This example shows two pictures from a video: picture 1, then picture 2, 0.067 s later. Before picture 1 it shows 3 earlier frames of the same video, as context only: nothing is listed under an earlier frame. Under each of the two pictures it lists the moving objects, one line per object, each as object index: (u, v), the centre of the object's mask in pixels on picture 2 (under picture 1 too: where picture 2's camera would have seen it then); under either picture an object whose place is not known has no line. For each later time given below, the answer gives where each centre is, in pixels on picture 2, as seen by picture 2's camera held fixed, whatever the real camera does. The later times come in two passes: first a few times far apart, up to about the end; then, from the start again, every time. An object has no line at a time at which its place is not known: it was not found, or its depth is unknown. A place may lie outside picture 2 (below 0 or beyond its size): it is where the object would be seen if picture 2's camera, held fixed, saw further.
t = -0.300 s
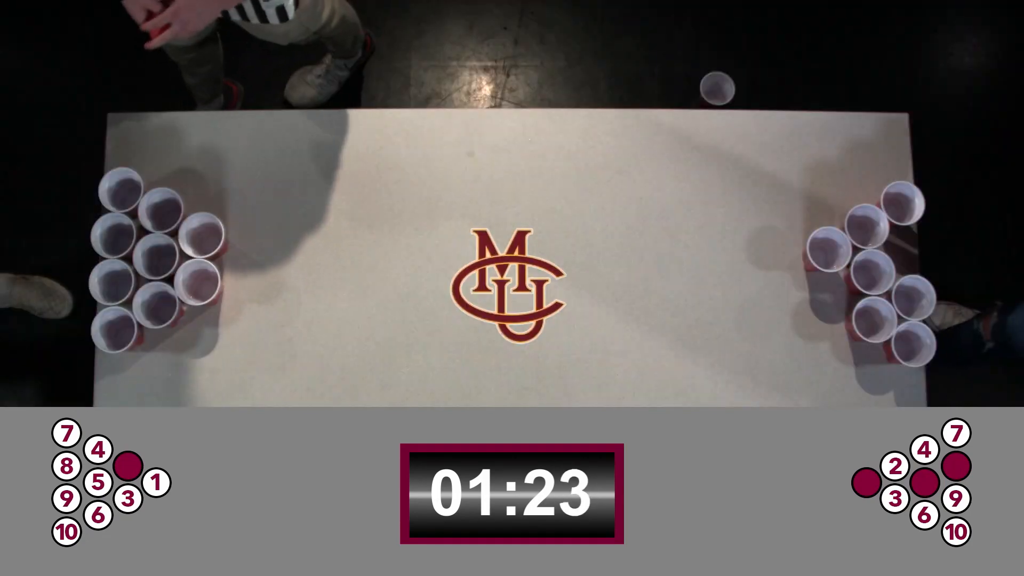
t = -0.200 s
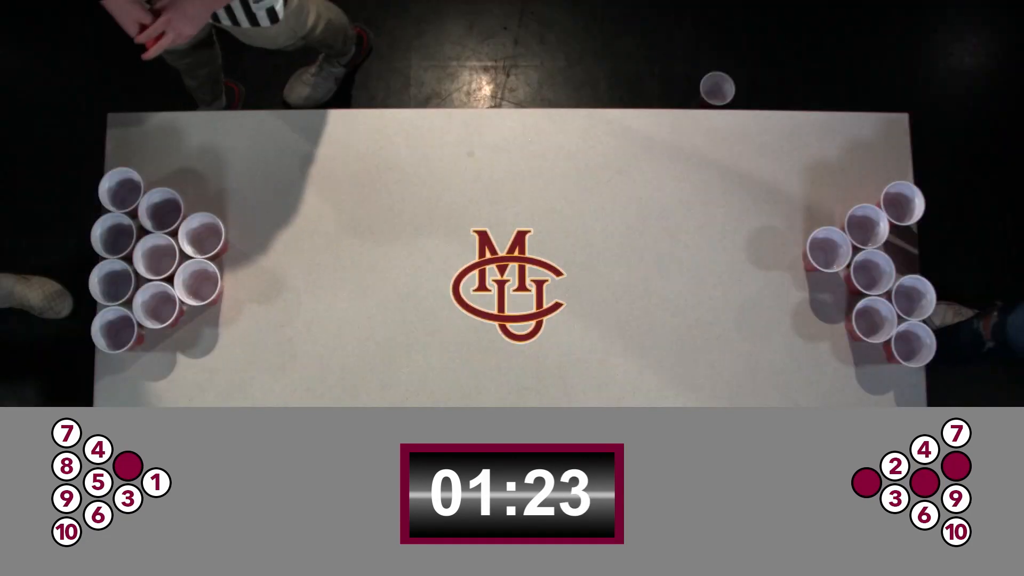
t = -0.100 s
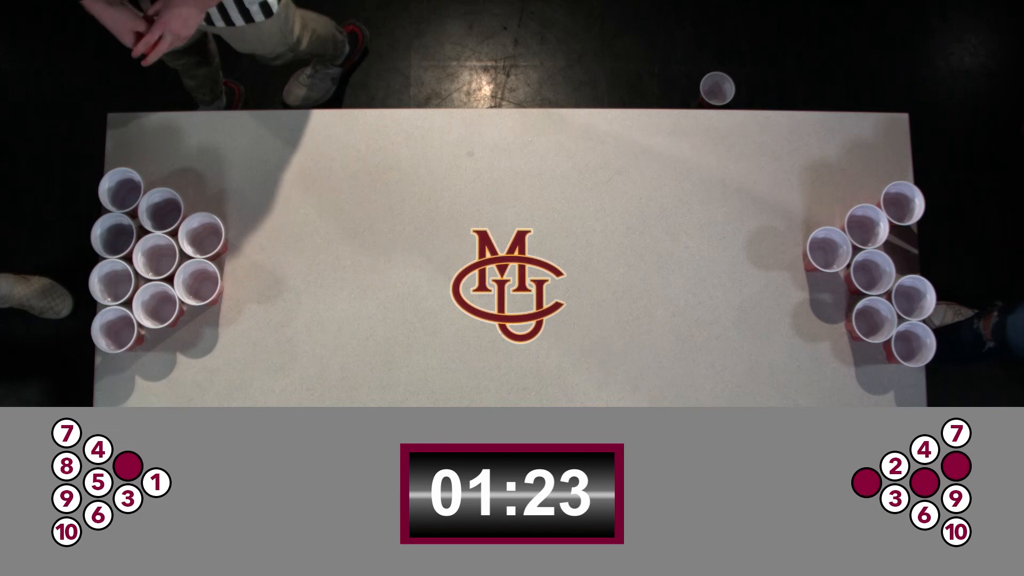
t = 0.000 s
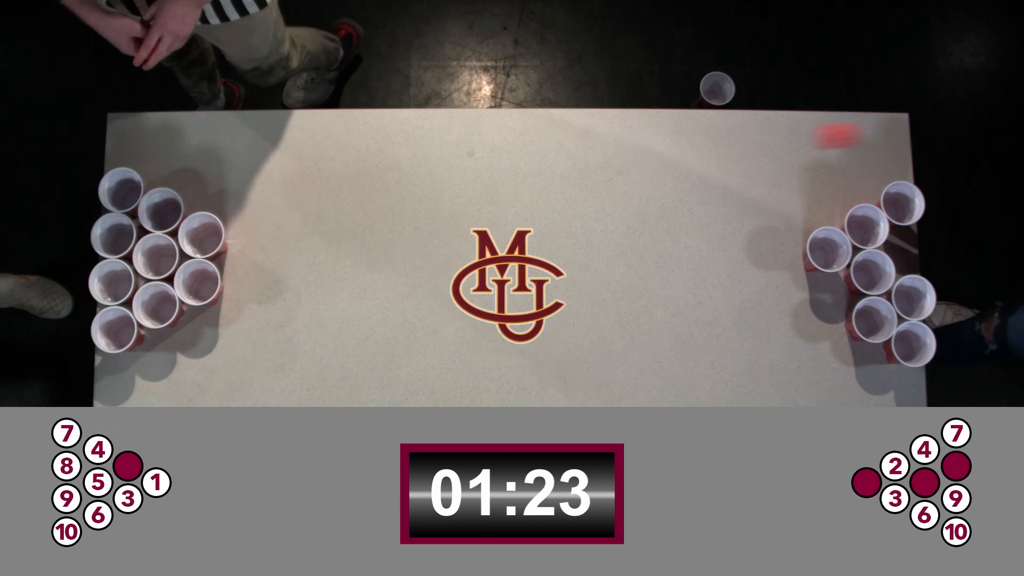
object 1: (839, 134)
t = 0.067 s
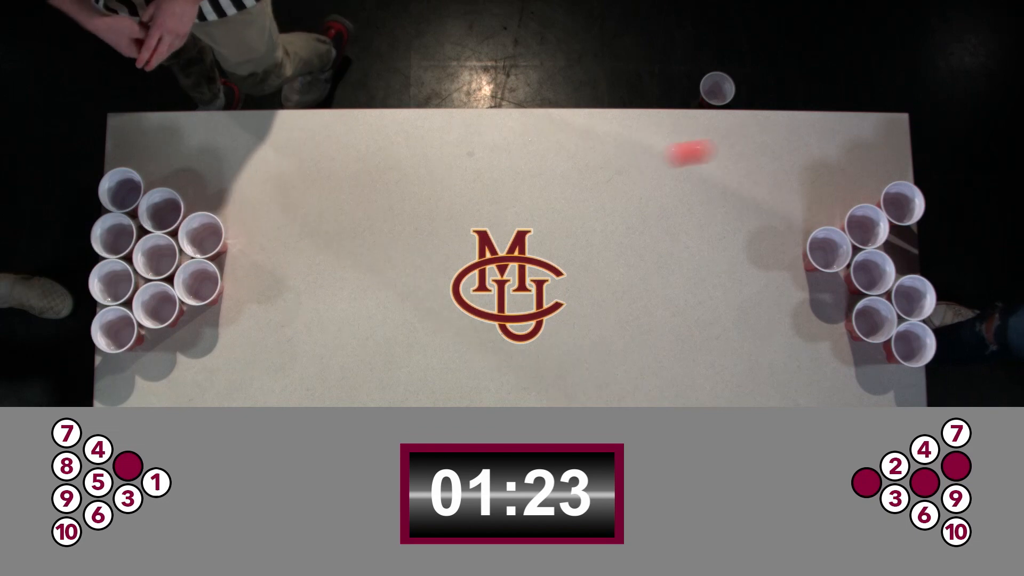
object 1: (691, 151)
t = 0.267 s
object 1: (336, 235)
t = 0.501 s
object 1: (247, 237)
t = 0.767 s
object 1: (325, 231)
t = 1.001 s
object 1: (342, 228)
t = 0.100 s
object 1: (620, 163)
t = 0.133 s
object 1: (552, 176)
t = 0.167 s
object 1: (490, 190)
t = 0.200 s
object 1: (434, 205)
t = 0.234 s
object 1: (383, 220)
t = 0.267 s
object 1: (336, 235)
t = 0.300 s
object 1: (297, 250)
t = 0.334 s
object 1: (264, 264)
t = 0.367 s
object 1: (229, 263)
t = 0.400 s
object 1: (224, 255)
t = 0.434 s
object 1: (231, 247)
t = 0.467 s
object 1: (238, 241)
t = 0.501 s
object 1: (247, 237)
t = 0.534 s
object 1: (256, 234)
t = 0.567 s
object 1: (267, 232)
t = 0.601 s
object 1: (278, 231)
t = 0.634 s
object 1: (290, 231)
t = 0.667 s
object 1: (302, 233)
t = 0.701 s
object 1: (315, 235)
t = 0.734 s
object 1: (325, 236)
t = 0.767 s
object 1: (325, 231)
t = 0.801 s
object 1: (325, 228)
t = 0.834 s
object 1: (326, 225)
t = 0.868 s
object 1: (328, 223)
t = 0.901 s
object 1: (331, 223)
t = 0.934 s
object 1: (334, 223)
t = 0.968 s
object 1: (338, 225)
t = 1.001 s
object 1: (342, 228)
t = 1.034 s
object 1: (347, 232)
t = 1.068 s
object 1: (343, 231)
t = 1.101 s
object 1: (337, 230)
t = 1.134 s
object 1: (332, 231)
